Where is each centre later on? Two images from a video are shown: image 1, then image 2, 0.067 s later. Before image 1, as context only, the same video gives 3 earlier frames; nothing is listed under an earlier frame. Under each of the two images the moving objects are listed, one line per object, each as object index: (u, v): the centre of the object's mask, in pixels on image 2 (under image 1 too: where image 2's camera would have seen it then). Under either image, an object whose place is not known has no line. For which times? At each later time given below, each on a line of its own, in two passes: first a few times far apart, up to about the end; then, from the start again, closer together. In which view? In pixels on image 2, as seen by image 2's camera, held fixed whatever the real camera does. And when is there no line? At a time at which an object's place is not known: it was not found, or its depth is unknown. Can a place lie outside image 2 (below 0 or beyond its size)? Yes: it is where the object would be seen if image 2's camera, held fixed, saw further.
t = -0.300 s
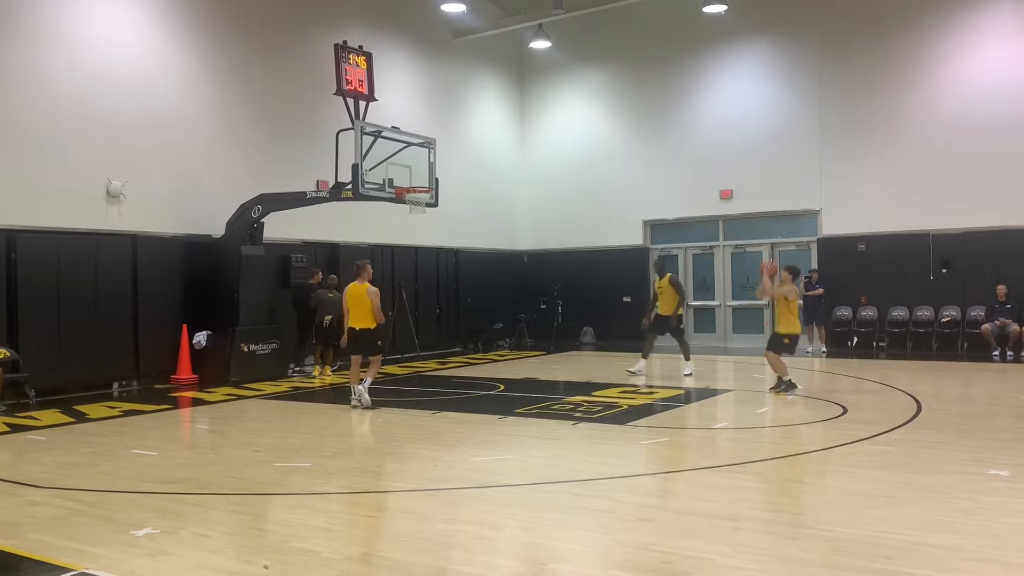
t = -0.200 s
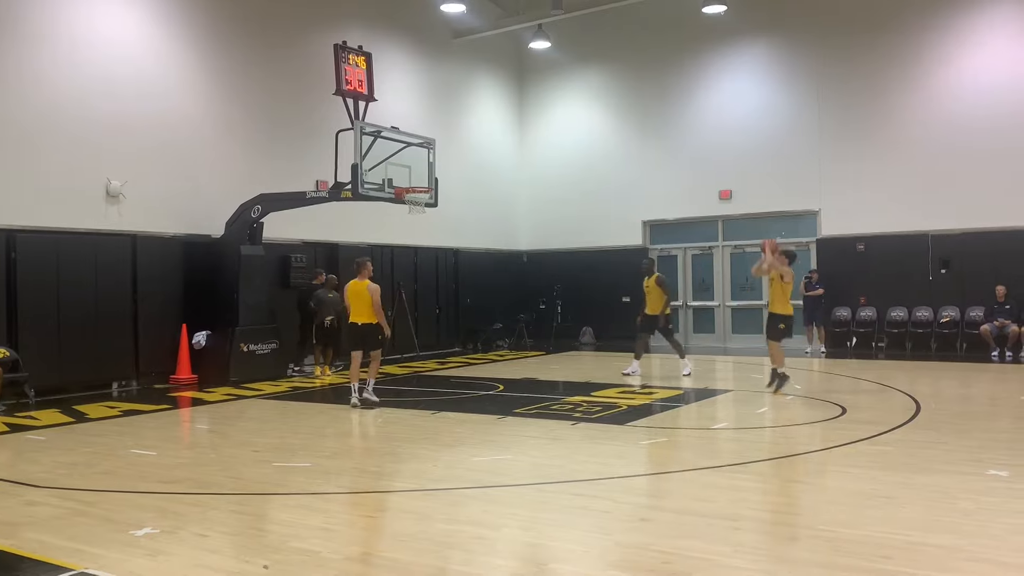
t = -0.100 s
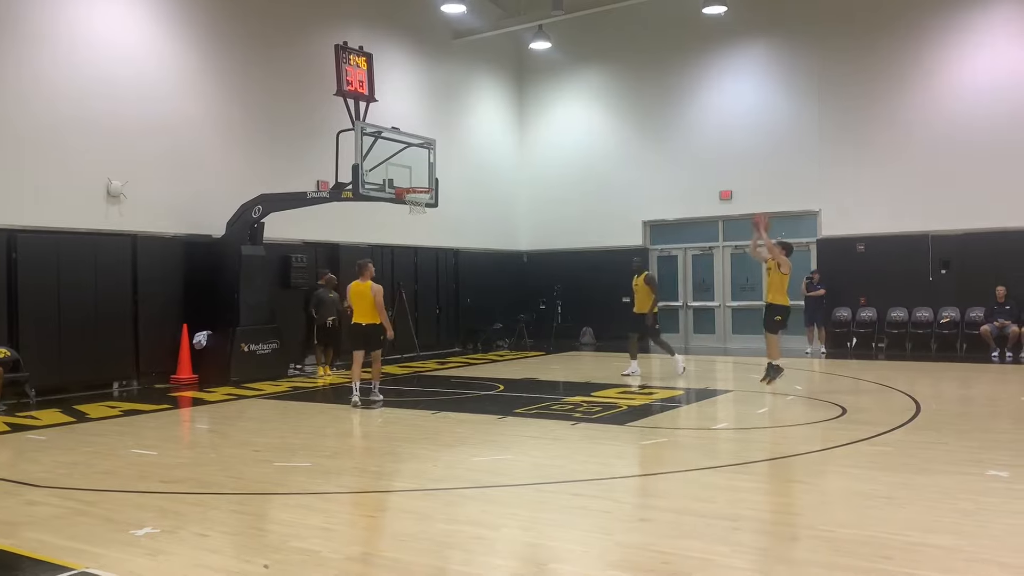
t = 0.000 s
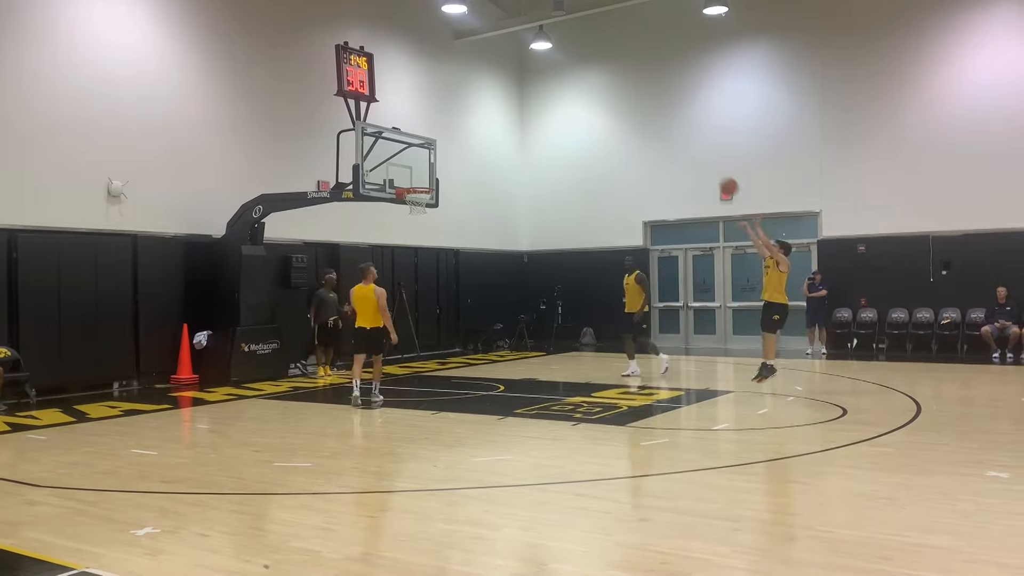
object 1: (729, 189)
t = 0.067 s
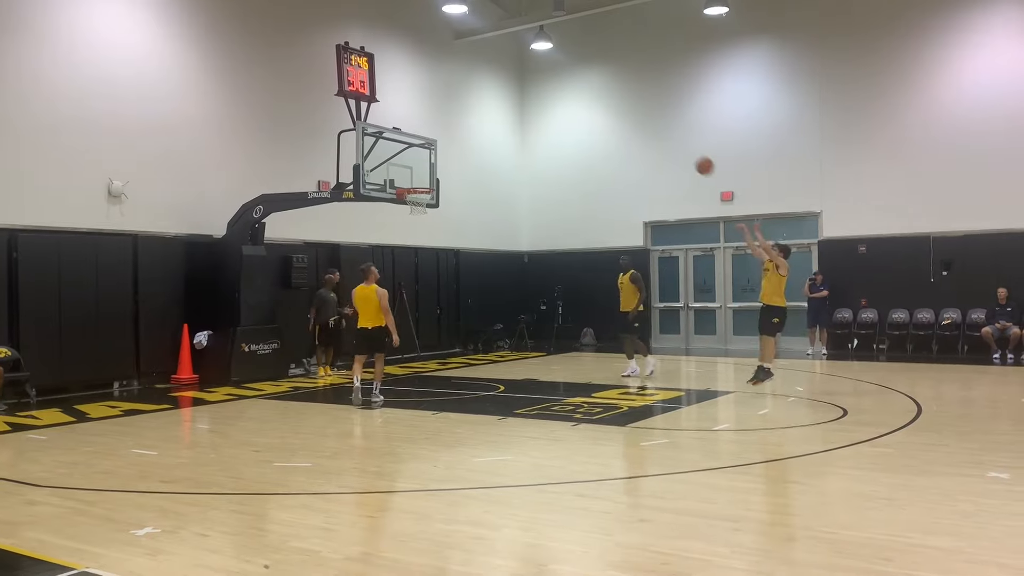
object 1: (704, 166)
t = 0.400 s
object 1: (590, 112)
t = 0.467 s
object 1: (568, 110)
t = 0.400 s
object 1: (590, 112)
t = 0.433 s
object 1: (579, 111)
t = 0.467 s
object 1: (568, 110)
